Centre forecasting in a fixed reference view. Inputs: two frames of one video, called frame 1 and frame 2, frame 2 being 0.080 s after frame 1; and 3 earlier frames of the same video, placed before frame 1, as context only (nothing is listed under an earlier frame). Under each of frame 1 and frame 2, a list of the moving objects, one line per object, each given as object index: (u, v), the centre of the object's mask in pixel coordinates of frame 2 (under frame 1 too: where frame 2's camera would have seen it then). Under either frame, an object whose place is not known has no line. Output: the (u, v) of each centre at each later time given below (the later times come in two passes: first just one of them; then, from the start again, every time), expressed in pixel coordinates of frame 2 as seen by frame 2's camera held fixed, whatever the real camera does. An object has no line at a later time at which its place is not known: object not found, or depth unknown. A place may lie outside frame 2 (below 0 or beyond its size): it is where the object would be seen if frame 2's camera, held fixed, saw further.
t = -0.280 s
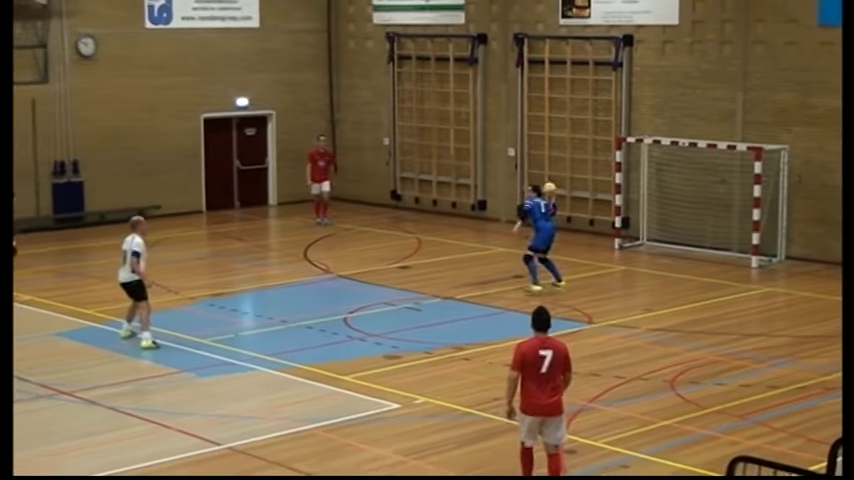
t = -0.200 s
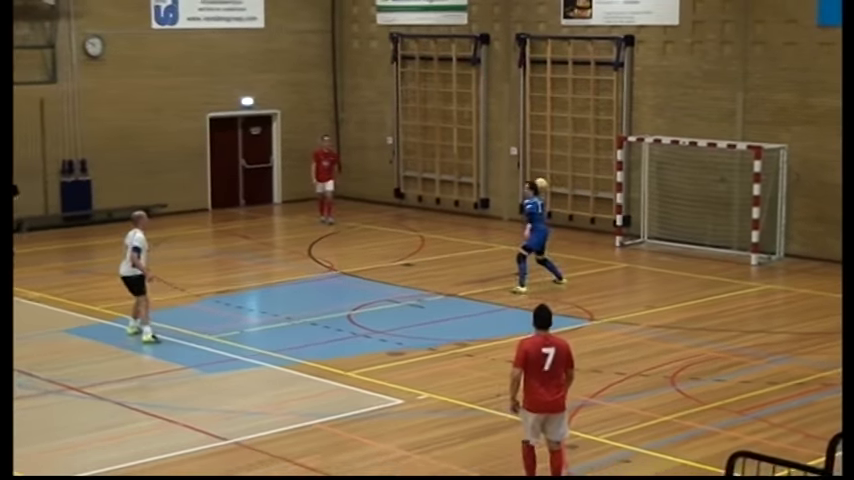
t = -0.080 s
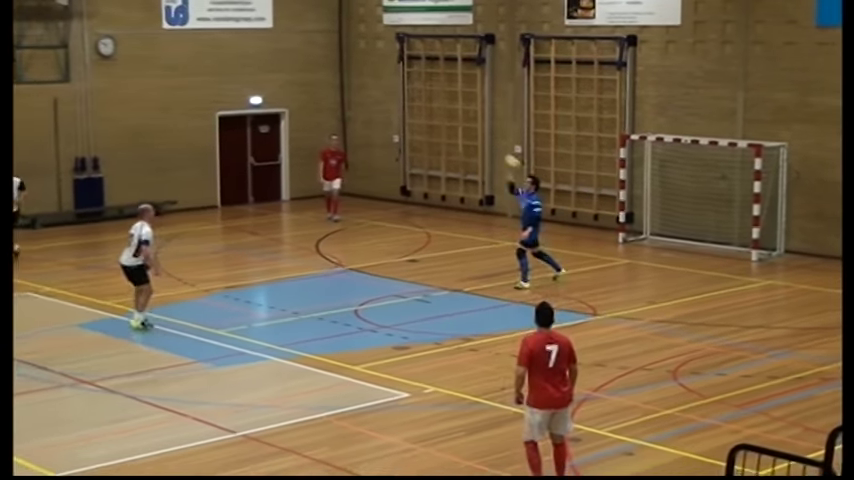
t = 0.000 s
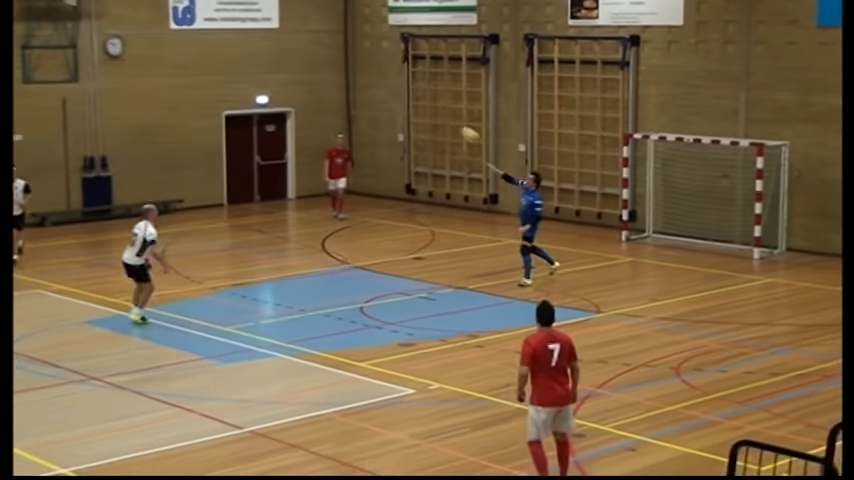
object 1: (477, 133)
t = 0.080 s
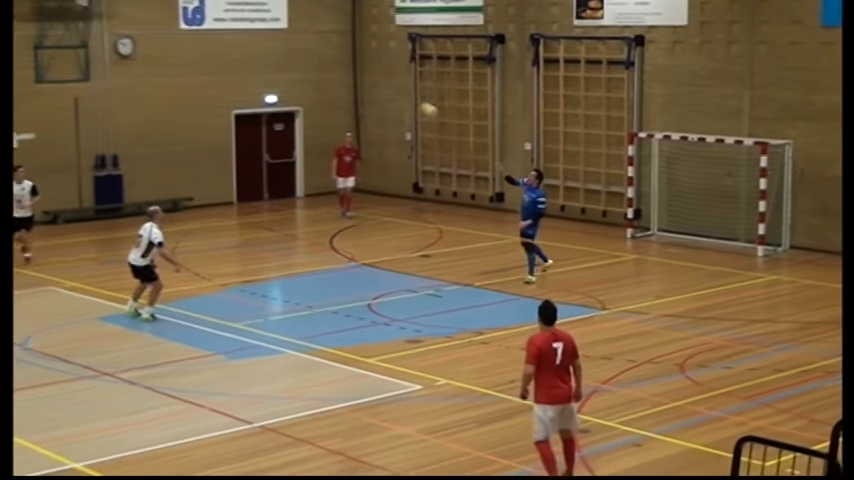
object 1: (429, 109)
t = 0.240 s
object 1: (331, 73)
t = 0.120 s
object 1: (404, 99)
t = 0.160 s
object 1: (379, 89)
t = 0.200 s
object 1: (356, 80)
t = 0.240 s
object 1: (331, 73)
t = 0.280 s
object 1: (307, 63)
